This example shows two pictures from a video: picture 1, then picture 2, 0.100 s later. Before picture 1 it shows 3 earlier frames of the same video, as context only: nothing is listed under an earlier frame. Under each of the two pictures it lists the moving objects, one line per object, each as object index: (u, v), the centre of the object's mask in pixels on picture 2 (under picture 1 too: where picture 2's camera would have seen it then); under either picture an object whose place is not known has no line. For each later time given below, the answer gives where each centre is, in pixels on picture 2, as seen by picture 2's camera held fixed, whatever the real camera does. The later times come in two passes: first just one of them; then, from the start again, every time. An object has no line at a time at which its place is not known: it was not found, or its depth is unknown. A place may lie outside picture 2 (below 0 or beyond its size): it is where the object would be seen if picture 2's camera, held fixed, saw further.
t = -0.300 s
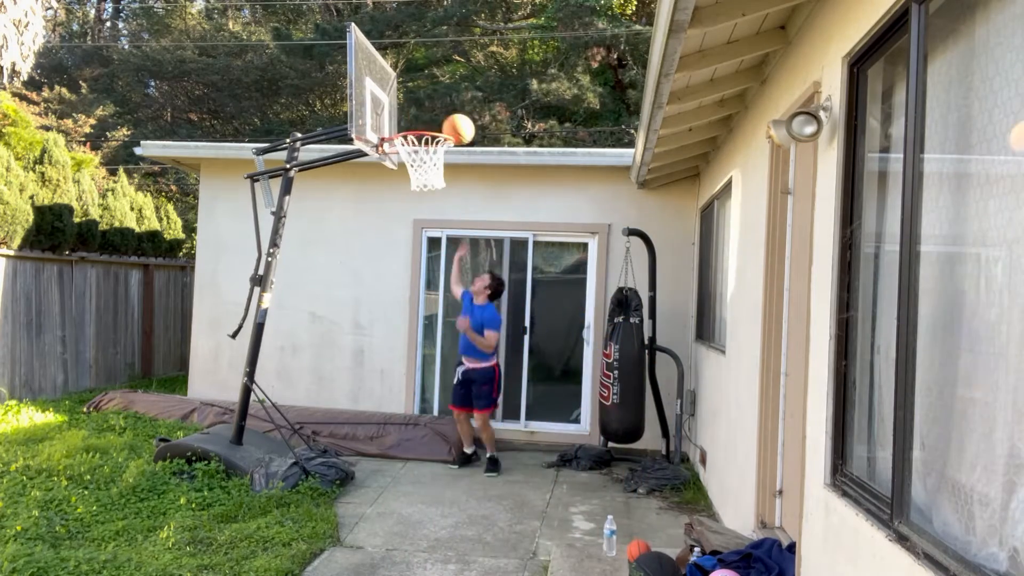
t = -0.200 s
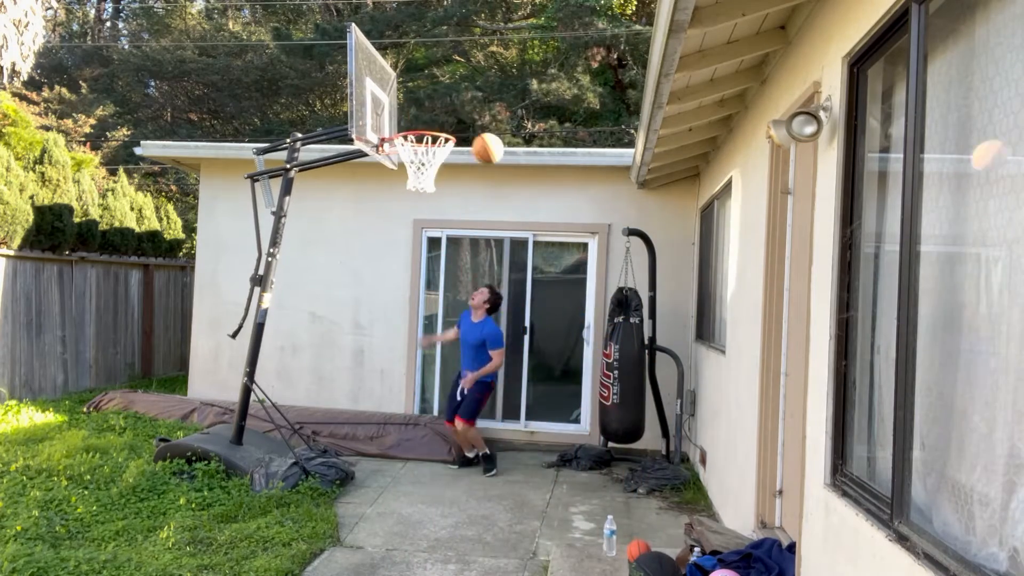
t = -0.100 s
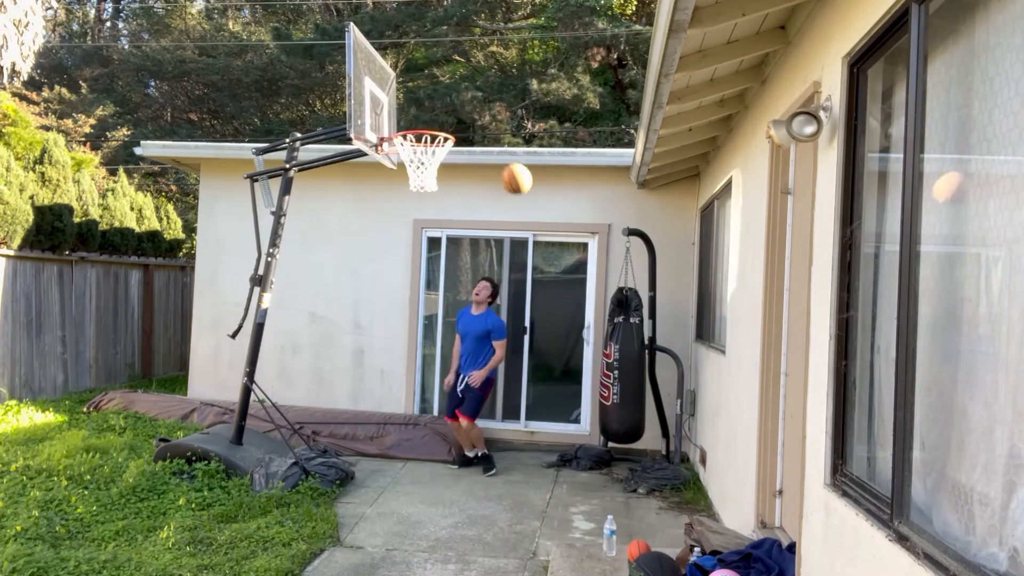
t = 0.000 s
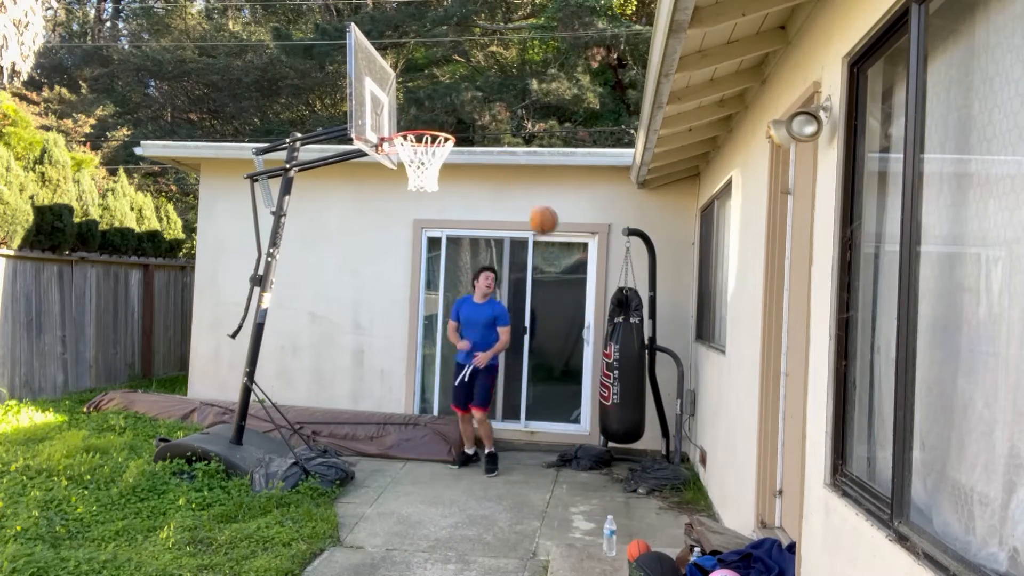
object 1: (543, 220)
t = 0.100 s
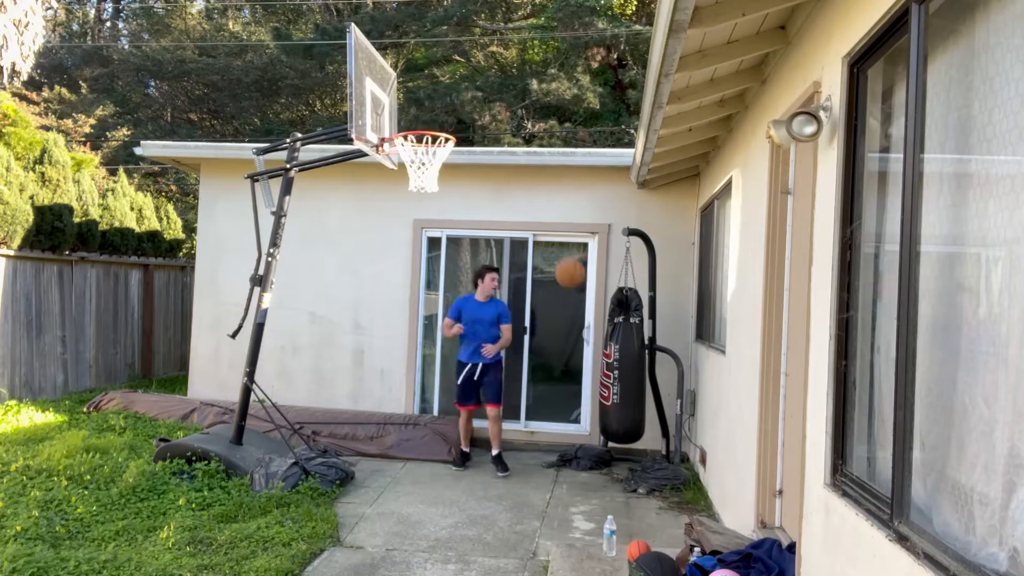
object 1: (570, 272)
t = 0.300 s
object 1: (620, 409)
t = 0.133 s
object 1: (577, 292)
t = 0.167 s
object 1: (586, 312)
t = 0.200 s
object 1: (594, 335)
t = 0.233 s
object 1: (603, 359)
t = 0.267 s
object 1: (611, 382)
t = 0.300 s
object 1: (620, 409)
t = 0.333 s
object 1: (627, 435)
